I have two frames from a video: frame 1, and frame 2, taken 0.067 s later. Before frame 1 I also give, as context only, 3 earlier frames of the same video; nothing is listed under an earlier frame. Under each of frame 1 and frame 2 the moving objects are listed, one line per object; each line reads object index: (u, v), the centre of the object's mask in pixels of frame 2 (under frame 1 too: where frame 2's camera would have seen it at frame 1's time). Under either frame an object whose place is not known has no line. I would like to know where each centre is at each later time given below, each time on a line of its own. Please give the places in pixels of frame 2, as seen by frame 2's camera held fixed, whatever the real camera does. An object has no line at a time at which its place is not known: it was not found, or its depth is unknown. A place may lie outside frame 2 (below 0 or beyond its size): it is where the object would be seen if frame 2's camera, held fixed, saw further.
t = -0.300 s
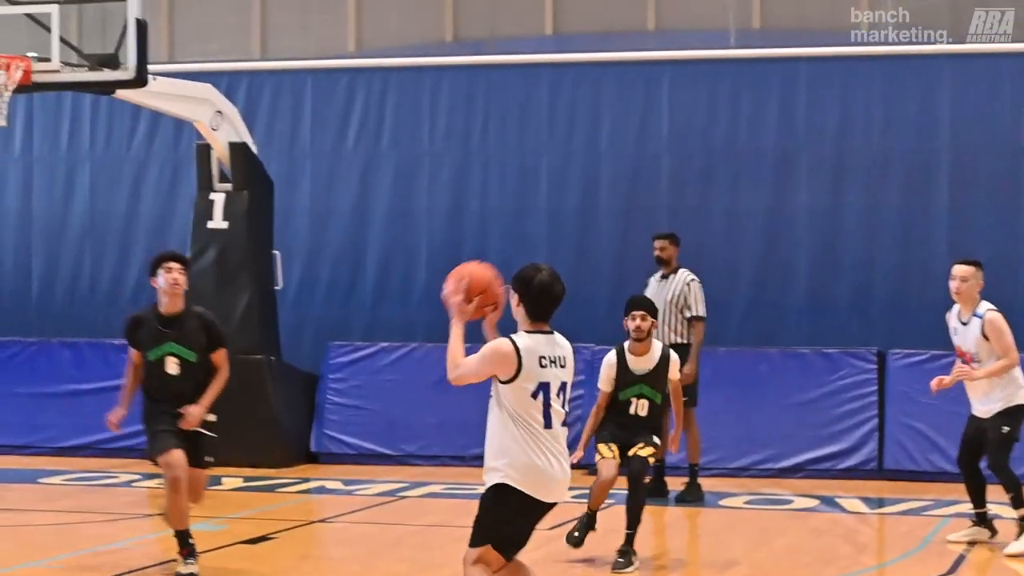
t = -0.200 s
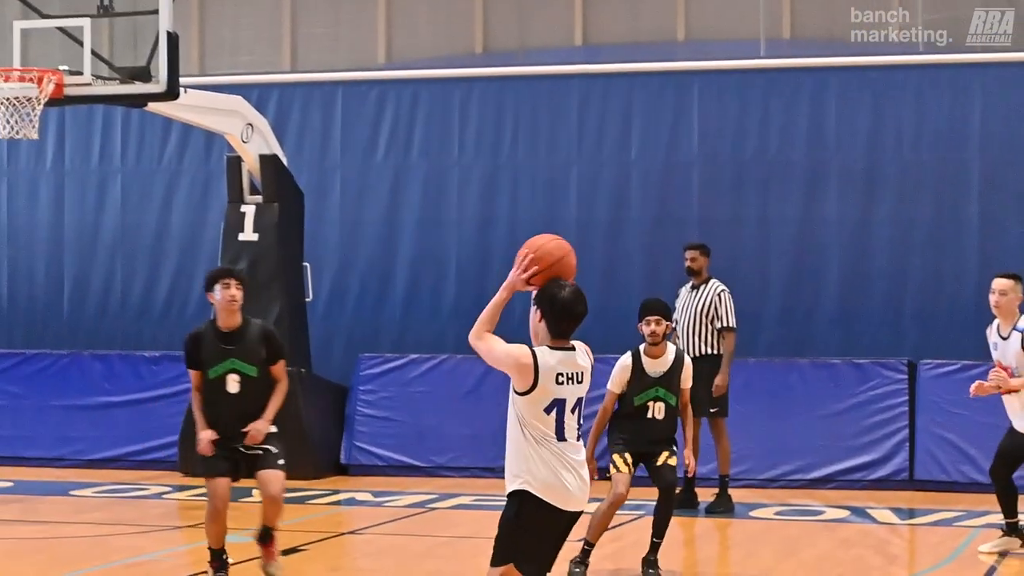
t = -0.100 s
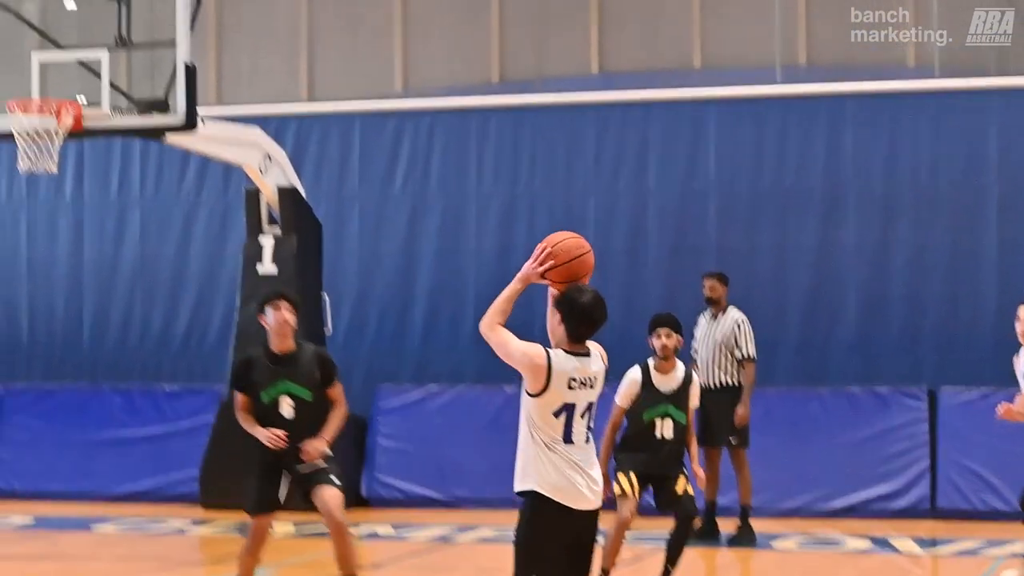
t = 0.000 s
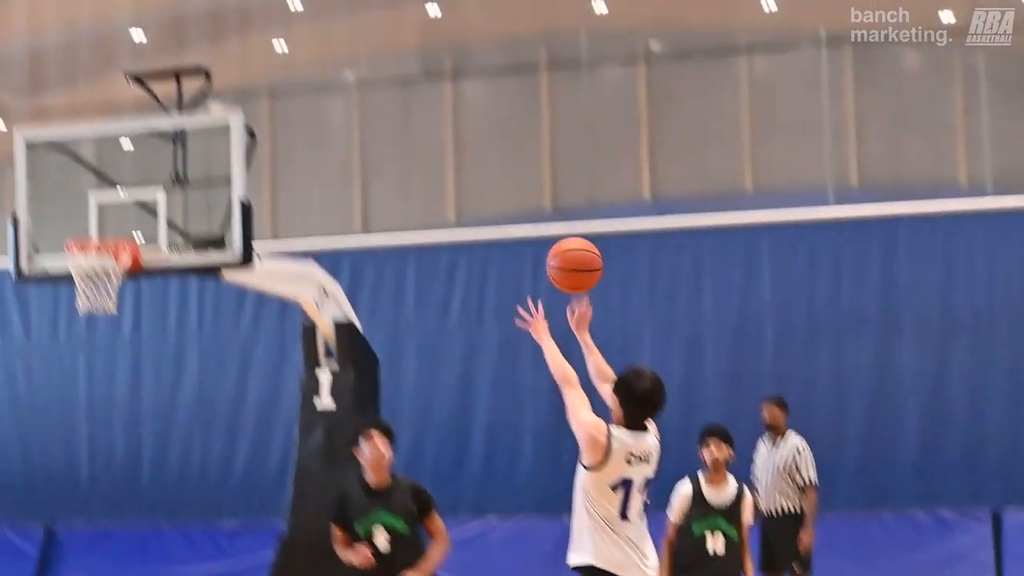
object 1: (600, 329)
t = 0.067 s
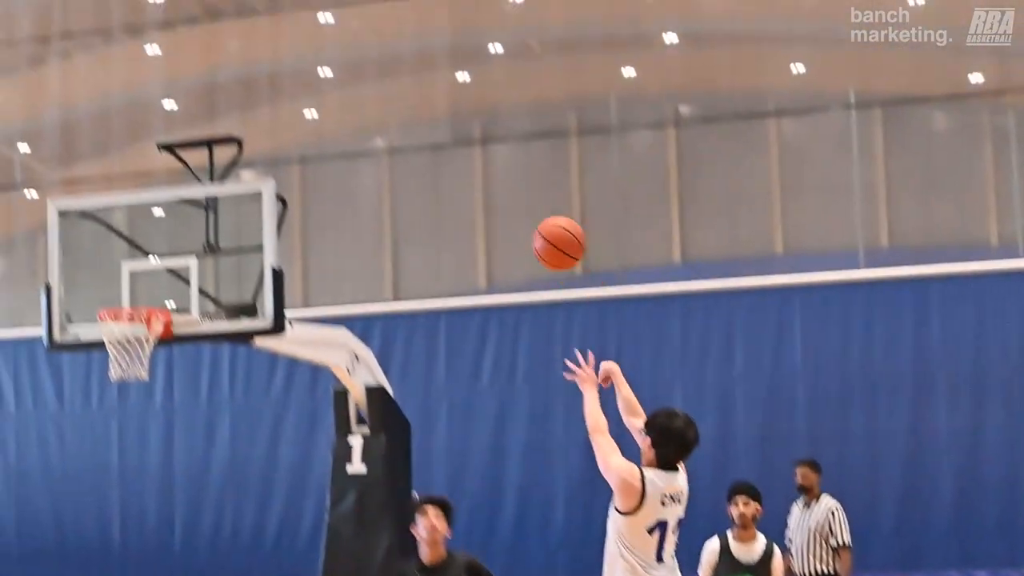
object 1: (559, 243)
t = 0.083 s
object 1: (549, 224)
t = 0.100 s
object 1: (538, 206)
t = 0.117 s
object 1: (528, 190)
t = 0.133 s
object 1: (518, 174)
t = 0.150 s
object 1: (508, 159)
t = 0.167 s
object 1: (498, 145)
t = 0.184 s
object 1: (487, 131)
